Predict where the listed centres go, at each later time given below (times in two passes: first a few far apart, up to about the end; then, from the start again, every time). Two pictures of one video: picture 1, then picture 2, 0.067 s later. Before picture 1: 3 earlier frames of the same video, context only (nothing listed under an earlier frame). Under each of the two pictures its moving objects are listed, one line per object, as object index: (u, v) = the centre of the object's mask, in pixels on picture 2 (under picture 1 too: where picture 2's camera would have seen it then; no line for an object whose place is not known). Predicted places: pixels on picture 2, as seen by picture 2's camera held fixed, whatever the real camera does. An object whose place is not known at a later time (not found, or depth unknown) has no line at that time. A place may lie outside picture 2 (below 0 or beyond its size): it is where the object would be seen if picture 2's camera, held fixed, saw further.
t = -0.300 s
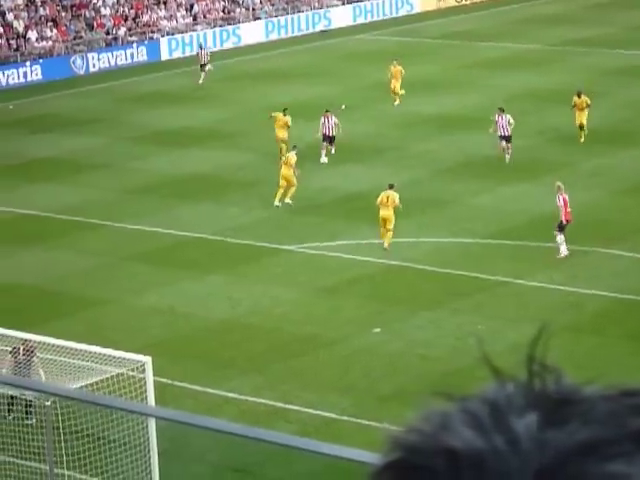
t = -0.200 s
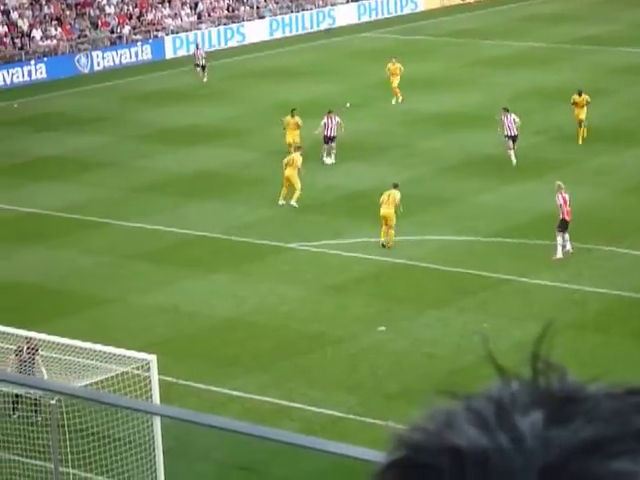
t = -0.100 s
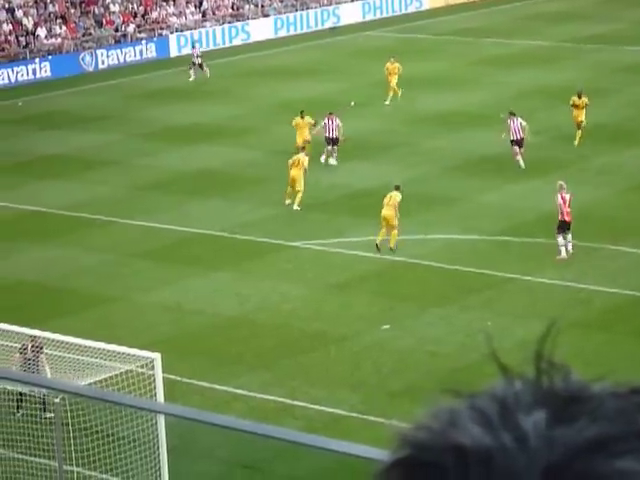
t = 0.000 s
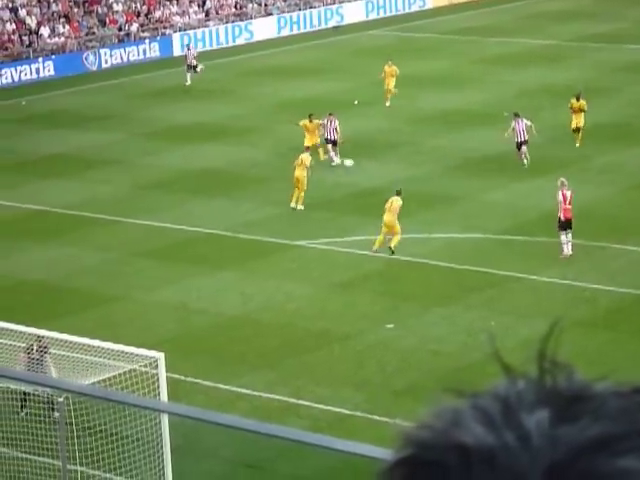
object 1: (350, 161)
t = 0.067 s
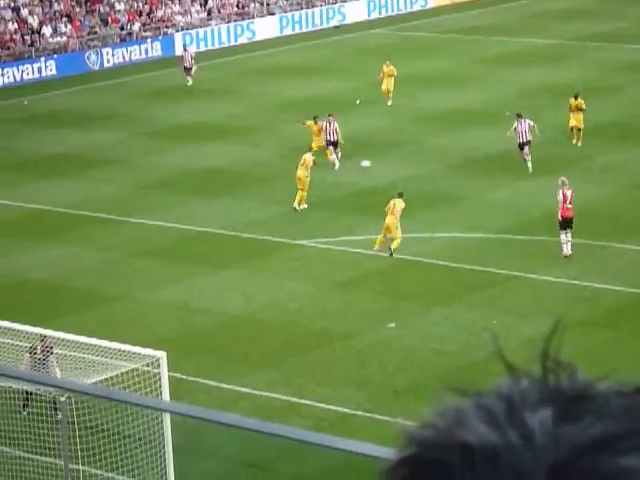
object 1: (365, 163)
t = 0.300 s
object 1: (418, 173)
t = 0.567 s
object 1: (471, 182)
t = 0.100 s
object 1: (373, 164)
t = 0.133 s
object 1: (381, 166)
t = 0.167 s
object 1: (389, 169)
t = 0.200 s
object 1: (396, 171)
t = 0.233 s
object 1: (404, 172)
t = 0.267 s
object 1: (411, 172)
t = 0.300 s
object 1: (418, 173)
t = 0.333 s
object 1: (425, 174)
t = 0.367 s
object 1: (432, 174)
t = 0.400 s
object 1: (439, 177)
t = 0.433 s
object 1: (446, 179)
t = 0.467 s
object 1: (453, 180)
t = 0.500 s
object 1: (459, 180)
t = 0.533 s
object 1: (465, 181)
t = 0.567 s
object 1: (471, 182)
